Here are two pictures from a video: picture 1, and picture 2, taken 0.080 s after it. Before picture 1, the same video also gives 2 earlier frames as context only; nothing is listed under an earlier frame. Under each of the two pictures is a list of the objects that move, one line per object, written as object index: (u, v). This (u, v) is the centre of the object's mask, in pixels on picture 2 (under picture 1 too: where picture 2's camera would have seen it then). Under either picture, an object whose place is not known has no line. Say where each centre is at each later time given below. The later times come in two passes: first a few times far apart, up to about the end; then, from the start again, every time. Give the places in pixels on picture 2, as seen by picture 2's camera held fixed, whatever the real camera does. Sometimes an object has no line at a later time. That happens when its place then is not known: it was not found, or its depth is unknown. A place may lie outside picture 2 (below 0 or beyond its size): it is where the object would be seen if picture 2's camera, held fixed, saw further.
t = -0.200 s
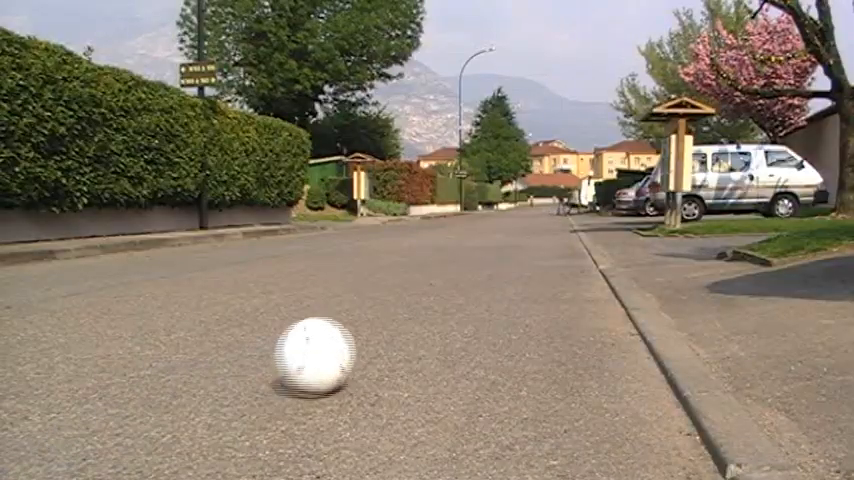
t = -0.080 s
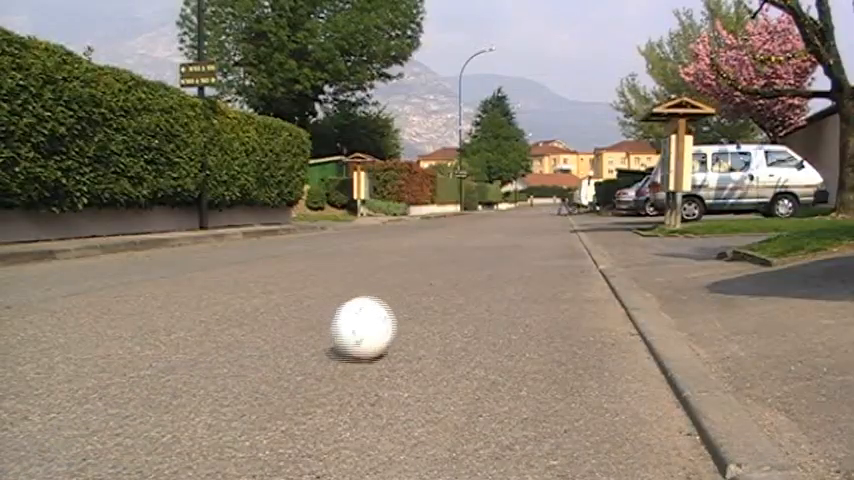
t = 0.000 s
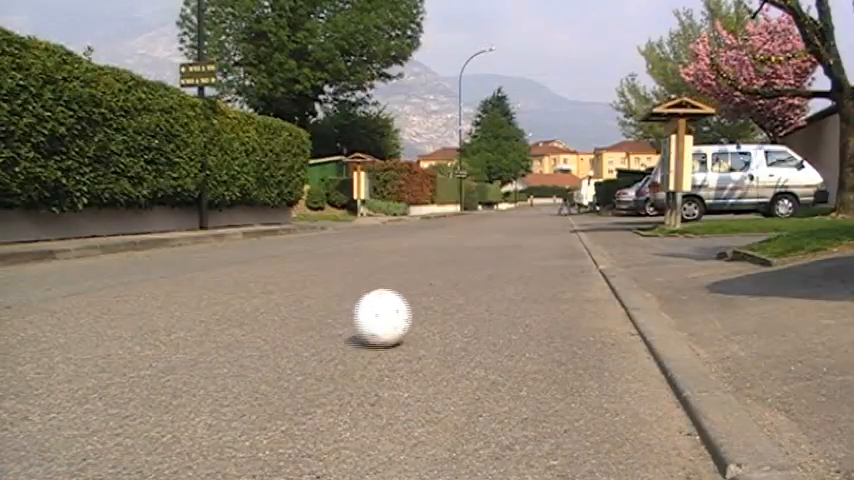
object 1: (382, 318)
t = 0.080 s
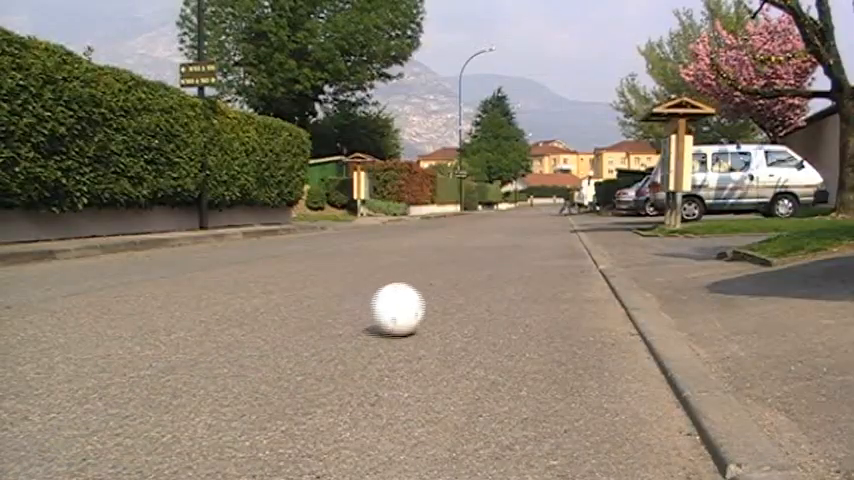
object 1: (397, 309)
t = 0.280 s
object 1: (428, 293)
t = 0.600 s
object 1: (461, 275)
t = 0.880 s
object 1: (482, 265)
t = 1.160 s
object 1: (498, 257)
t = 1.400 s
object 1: (510, 252)
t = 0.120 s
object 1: (404, 305)
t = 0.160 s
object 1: (411, 302)
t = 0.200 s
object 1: (417, 298)
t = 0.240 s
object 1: (422, 295)
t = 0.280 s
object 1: (428, 293)
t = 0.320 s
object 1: (432, 290)
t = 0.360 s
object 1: (437, 287)
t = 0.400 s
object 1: (442, 285)
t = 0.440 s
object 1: (446, 282)
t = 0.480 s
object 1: (450, 280)
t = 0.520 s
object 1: (454, 278)
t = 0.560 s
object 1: (458, 277)
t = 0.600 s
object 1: (461, 275)
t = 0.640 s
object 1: (464, 273)
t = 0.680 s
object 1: (467, 272)
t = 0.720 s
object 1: (471, 270)
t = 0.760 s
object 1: (473, 268)
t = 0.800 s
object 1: (476, 267)
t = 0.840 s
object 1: (479, 266)
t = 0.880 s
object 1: (482, 265)
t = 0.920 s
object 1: (484, 263)
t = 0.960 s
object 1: (487, 262)
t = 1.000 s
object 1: (489, 261)
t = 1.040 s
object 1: (491, 260)
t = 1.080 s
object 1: (494, 259)
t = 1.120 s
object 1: (496, 258)
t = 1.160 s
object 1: (498, 257)
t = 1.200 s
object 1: (500, 256)
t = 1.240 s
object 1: (502, 255)
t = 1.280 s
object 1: (504, 254)
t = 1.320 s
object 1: (506, 254)
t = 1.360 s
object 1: (508, 252)
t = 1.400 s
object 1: (510, 252)
